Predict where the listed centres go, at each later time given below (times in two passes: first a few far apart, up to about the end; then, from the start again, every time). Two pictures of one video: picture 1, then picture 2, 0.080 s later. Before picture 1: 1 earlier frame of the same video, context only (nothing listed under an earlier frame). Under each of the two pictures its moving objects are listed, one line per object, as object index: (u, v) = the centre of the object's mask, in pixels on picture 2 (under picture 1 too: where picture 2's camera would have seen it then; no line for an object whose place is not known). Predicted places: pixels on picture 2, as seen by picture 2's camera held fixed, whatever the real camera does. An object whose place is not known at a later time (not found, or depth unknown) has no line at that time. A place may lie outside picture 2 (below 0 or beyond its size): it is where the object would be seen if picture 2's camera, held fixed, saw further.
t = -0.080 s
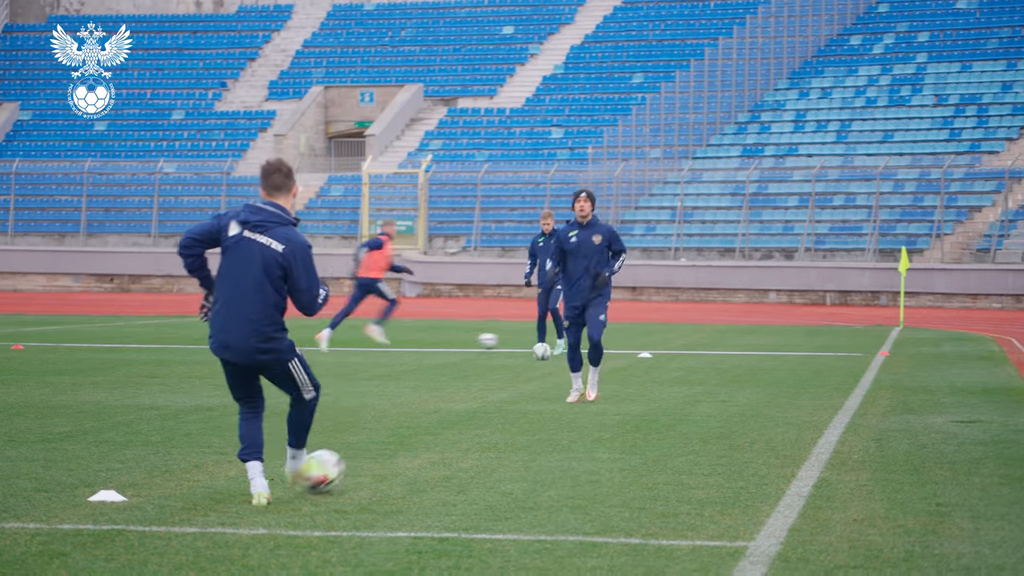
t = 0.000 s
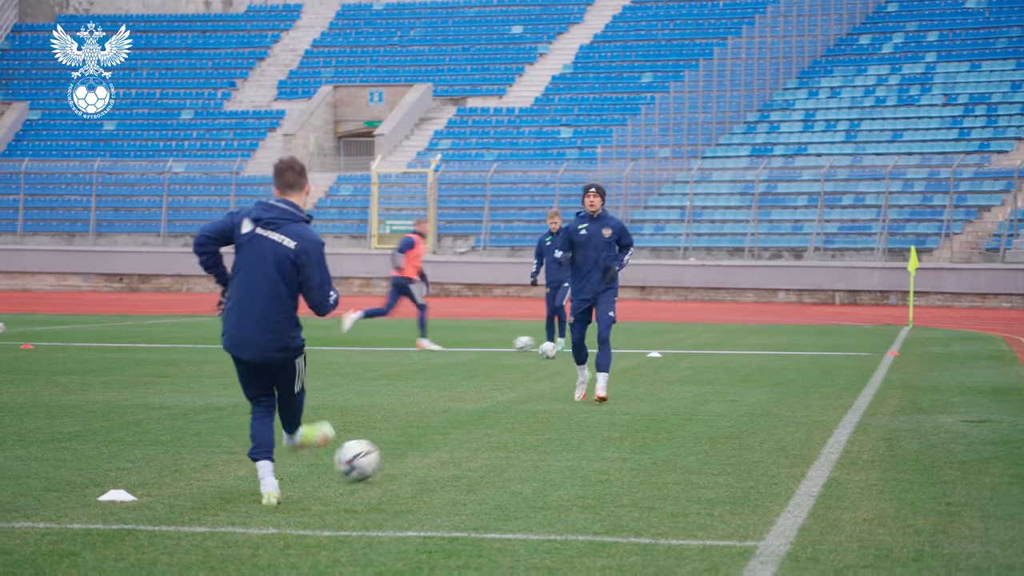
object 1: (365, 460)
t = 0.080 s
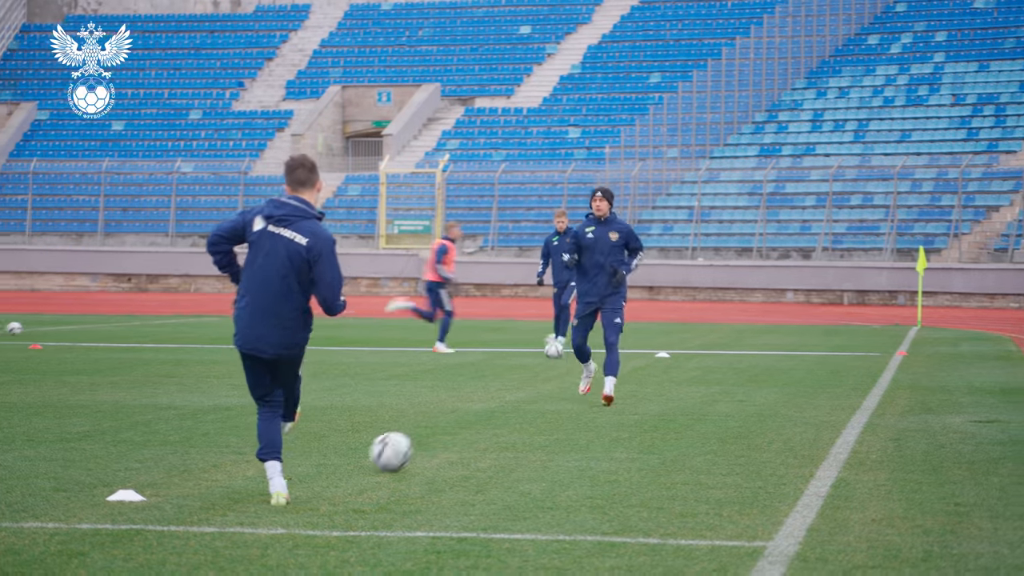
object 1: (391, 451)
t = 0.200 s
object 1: (422, 438)
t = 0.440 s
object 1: (468, 423)
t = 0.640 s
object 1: (497, 409)
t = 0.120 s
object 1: (401, 444)
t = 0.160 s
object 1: (411, 440)
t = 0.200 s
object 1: (422, 438)
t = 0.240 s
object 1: (431, 439)
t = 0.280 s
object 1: (440, 434)
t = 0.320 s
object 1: (447, 427)
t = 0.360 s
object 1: (454, 424)
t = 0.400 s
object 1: (461, 422)
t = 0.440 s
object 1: (468, 423)
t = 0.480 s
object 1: (474, 421)
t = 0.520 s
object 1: (481, 415)
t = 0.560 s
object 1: (486, 411)
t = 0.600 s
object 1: (492, 409)
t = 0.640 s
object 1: (497, 409)
